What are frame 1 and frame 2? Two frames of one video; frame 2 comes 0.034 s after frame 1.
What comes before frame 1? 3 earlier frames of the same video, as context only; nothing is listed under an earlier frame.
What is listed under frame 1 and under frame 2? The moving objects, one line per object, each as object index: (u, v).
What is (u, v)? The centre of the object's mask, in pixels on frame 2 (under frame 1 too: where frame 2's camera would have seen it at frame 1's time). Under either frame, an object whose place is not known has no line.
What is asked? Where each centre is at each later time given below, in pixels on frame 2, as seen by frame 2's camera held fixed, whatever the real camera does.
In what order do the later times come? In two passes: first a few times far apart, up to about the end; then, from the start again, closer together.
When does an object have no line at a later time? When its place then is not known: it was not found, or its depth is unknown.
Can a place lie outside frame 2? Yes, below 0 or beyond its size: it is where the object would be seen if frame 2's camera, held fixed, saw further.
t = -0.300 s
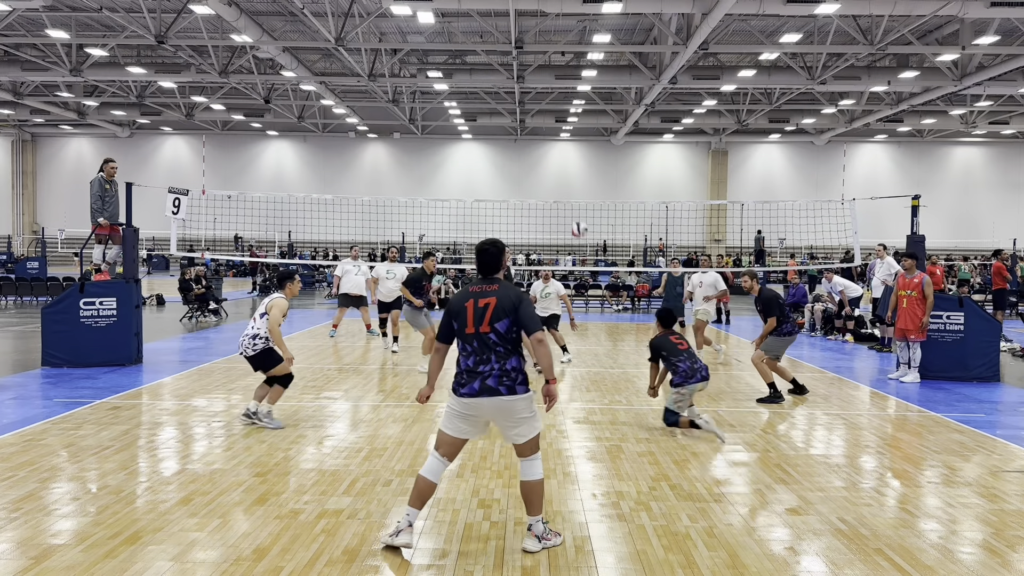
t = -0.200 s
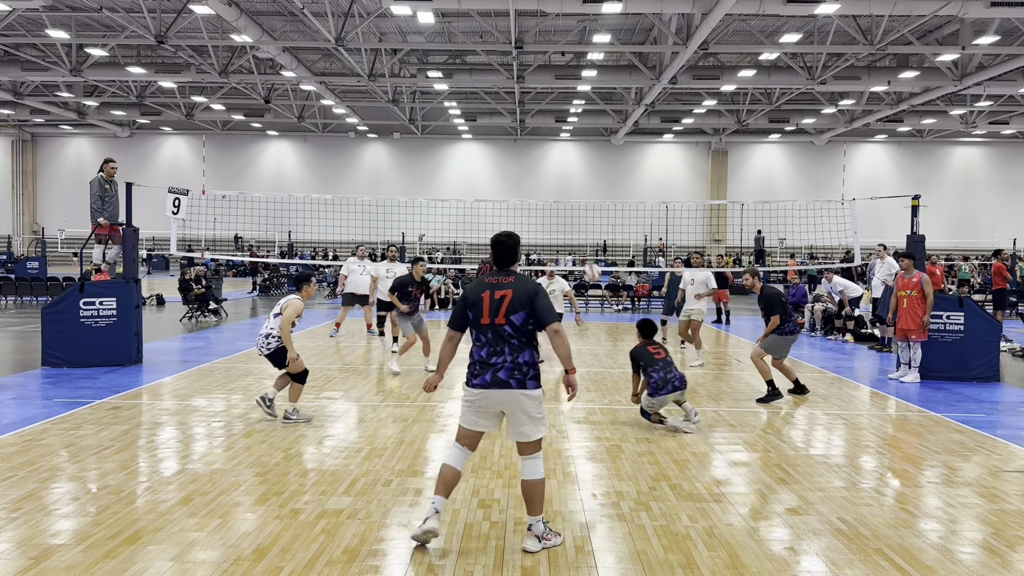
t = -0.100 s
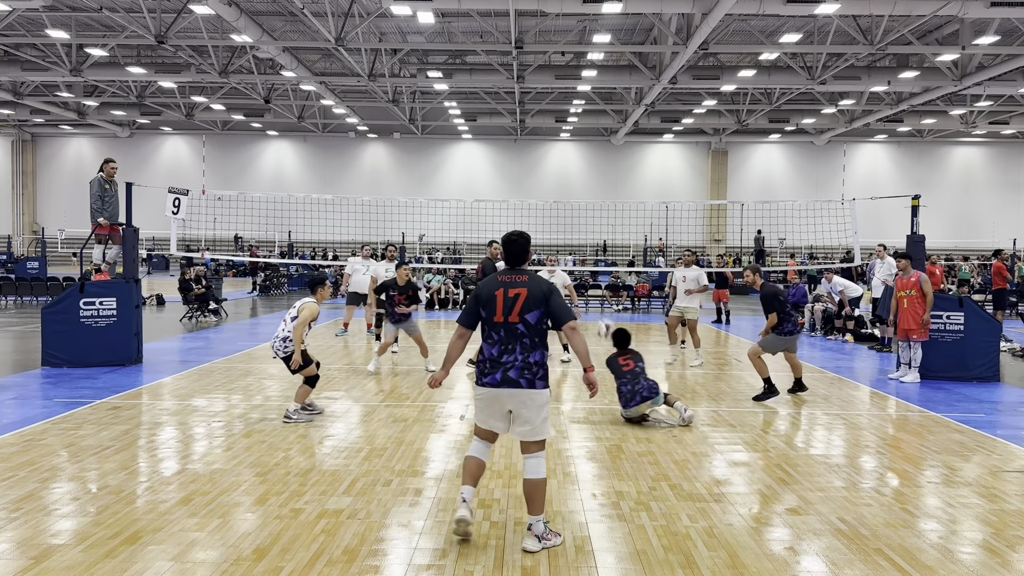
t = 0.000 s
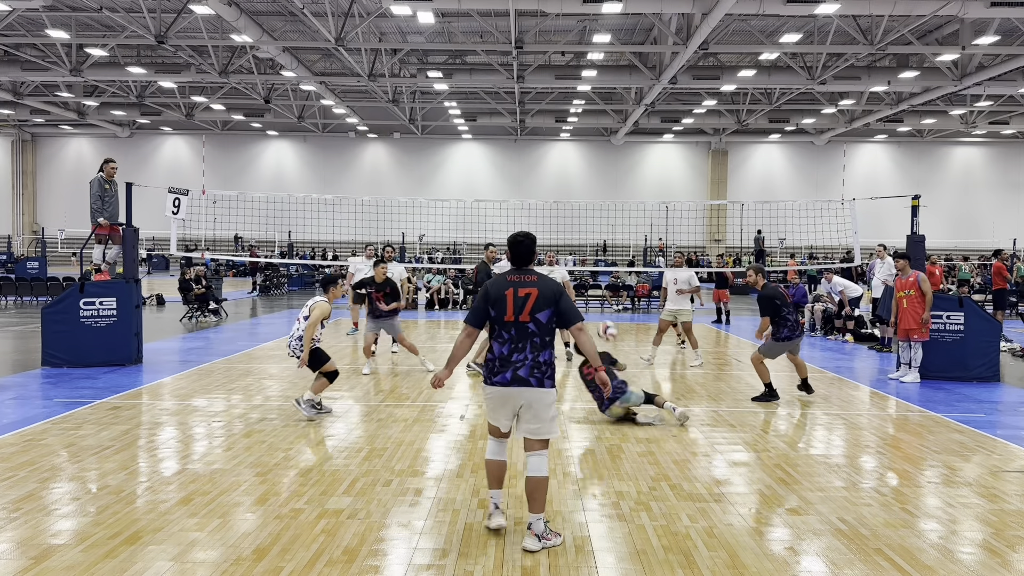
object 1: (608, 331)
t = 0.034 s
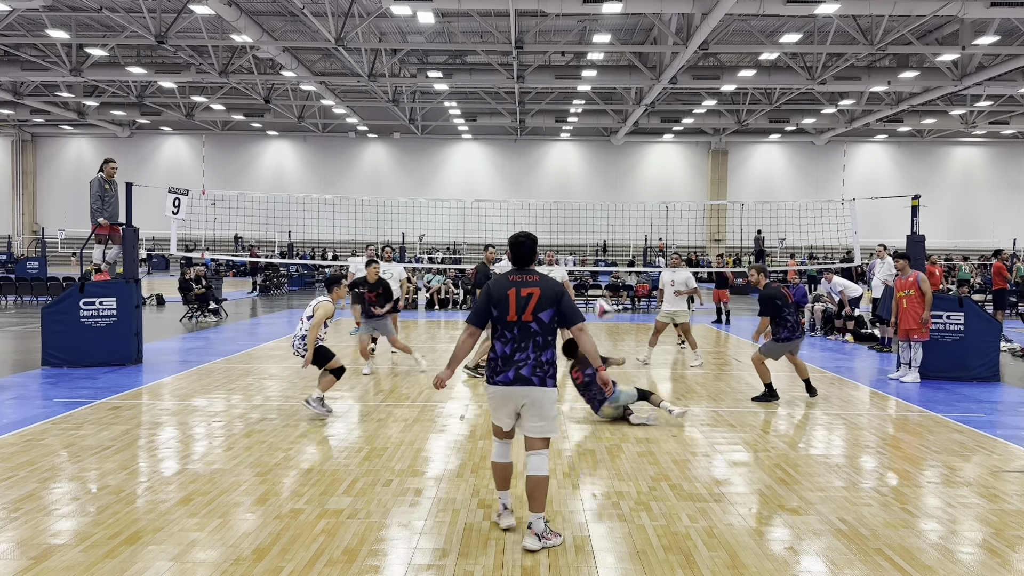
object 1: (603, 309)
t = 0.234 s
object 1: (576, 194)
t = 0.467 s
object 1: (546, 105)
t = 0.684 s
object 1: (517, 67)
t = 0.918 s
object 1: (486, 75)
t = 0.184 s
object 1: (582, 220)
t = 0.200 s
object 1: (580, 211)
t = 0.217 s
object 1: (578, 202)
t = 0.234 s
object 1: (576, 194)
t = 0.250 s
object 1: (573, 186)
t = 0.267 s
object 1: (571, 179)
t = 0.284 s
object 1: (569, 171)
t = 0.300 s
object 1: (567, 164)
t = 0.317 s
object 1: (565, 157)
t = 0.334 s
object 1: (562, 150)
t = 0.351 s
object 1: (561, 142)
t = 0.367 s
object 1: (558, 136)
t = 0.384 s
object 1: (556, 130)
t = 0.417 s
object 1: (552, 121)
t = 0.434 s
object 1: (550, 114)
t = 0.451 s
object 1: (548, 109)
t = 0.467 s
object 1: (546, 105)
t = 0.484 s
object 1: (543, 100)
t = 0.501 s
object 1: (541, 96)
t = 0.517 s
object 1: (539, 92)
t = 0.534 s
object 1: (537, 88)
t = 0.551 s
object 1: (535, 85)
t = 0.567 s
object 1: (533, 82)
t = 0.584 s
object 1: (530, 79)
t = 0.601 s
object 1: (528, 77)
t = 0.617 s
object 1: (526, 74)
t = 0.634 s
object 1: (523, 72)
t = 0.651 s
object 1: (521, 70)
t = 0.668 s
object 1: (519, 68)
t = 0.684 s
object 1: (517, 67)
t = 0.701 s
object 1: (515, 66)
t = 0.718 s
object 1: (513, 65)
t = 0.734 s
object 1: (511, 64)
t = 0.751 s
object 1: (509, 65)
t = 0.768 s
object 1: (506, 64)
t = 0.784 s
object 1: (504, 64)
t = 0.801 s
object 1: (502, 64)
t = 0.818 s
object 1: (499, 66)
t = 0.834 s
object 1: (498, 66)
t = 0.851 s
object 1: (495, 68)
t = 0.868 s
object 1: (493, 69)
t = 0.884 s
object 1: (490, 71)
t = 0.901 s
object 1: (488, 73)
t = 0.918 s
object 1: (486, 75)
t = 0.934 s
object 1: (484, 78)
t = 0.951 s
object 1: (482, 81)
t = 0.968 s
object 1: (480, 84)
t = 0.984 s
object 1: (478, 87)
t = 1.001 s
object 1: (475, 91)
